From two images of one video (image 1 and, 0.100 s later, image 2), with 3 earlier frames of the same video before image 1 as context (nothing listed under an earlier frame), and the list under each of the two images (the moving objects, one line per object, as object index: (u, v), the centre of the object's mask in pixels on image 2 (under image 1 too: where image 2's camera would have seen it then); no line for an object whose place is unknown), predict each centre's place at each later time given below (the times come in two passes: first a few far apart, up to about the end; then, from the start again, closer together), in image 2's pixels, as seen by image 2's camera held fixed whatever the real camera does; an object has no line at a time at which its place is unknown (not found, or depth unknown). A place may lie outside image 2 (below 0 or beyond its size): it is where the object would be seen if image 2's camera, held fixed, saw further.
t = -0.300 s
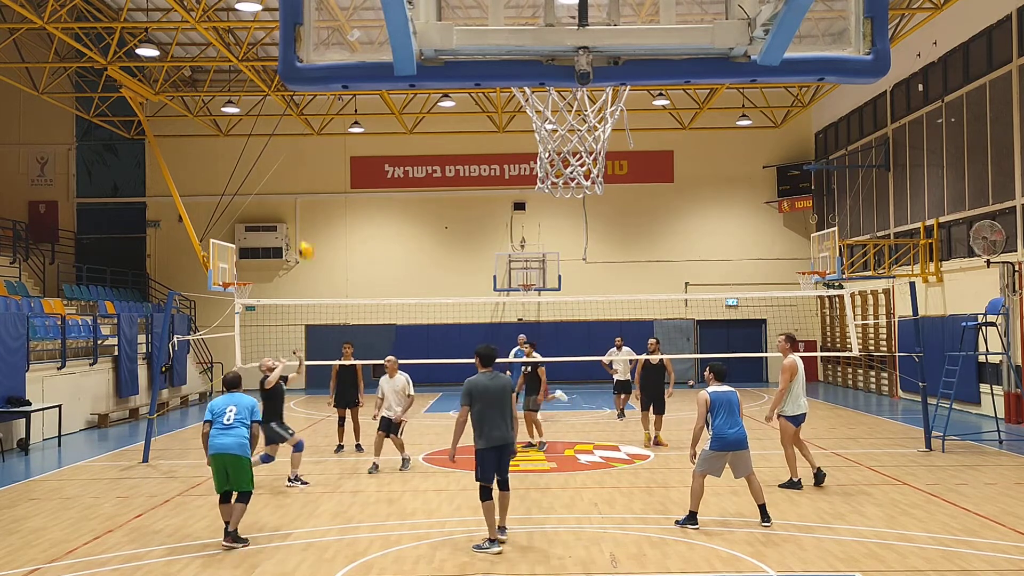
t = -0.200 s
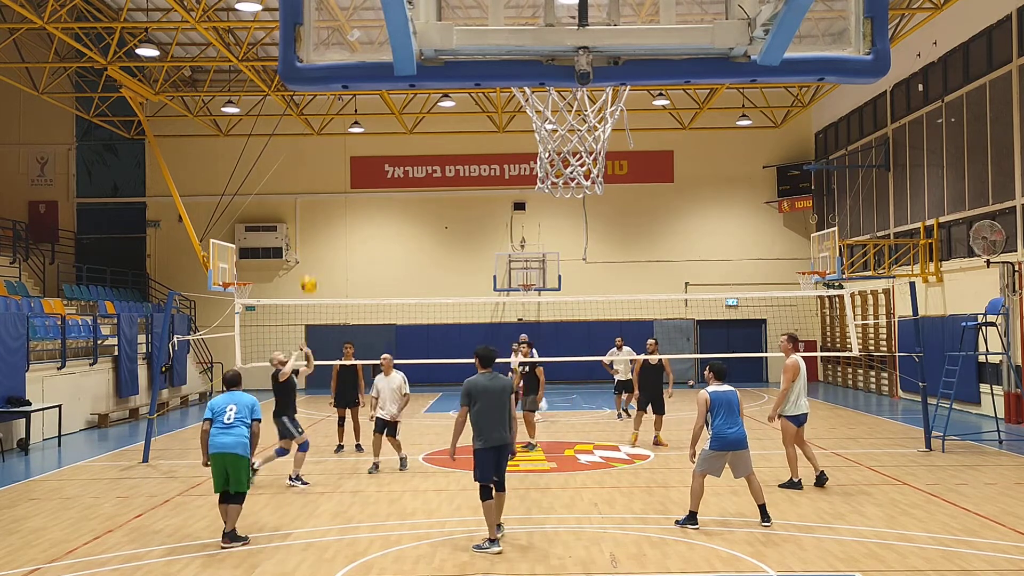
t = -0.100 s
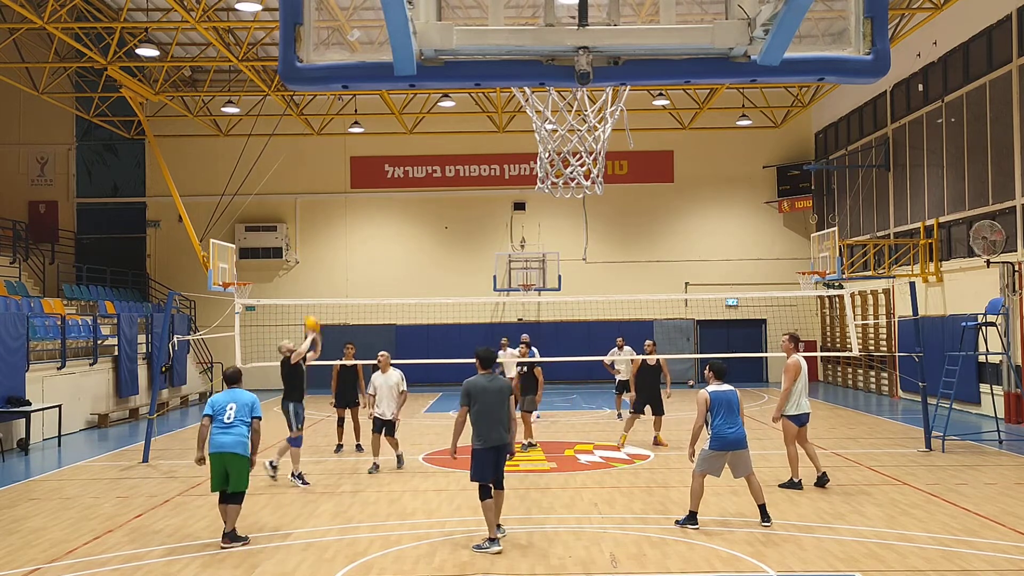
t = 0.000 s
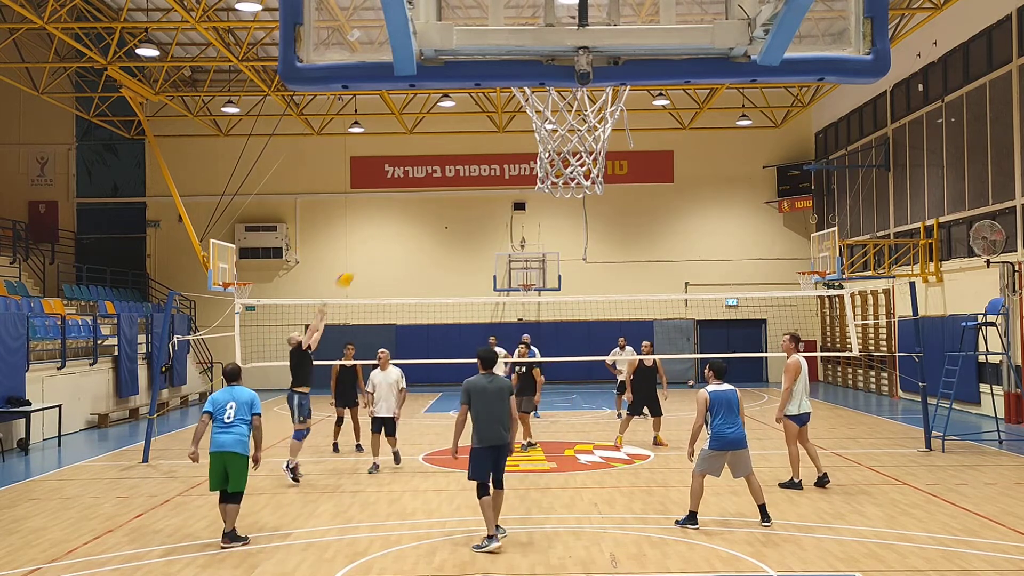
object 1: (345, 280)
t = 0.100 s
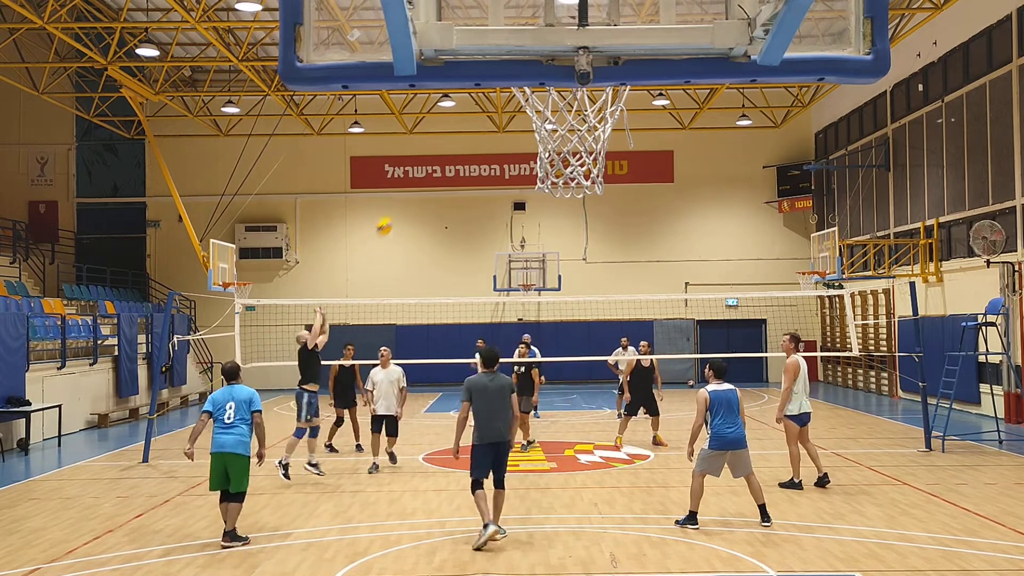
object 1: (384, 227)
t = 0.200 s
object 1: (421, 184)
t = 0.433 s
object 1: (504, 120)
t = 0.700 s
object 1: (592, 94)
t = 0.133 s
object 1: (397, 210)
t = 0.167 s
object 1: (409, 197)
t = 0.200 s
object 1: (421, 184)
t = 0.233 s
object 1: (434, 173)
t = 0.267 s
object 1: (446, 162)
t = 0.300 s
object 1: (457, 152)
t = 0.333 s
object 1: (470, 142)
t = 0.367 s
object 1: (481, 135)
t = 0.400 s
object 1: (493, 127)
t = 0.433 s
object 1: (504, 120)
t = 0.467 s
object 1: (516, 114)
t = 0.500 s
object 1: (524, 111)
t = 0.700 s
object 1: (592, 94)
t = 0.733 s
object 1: (601, 93)
